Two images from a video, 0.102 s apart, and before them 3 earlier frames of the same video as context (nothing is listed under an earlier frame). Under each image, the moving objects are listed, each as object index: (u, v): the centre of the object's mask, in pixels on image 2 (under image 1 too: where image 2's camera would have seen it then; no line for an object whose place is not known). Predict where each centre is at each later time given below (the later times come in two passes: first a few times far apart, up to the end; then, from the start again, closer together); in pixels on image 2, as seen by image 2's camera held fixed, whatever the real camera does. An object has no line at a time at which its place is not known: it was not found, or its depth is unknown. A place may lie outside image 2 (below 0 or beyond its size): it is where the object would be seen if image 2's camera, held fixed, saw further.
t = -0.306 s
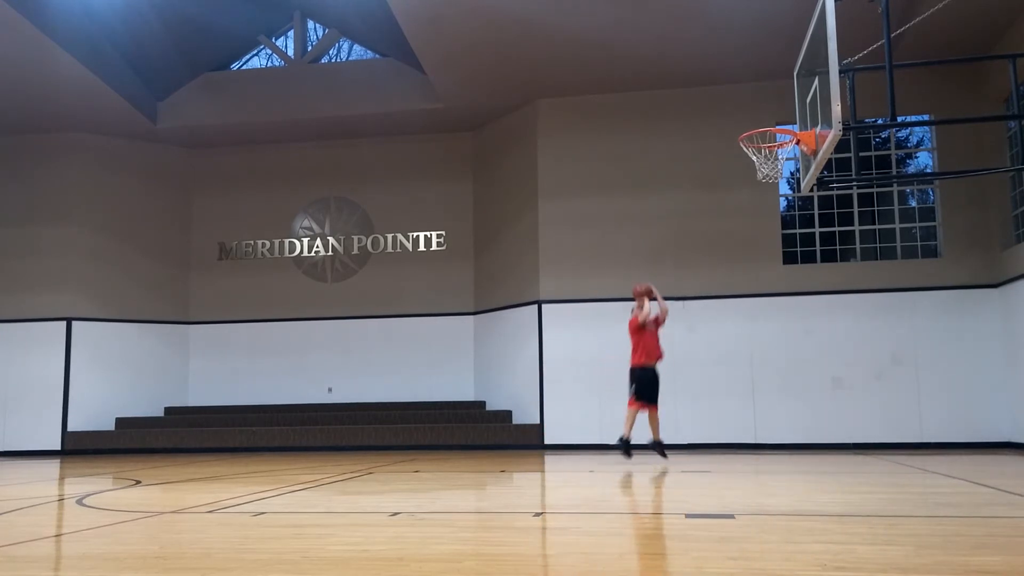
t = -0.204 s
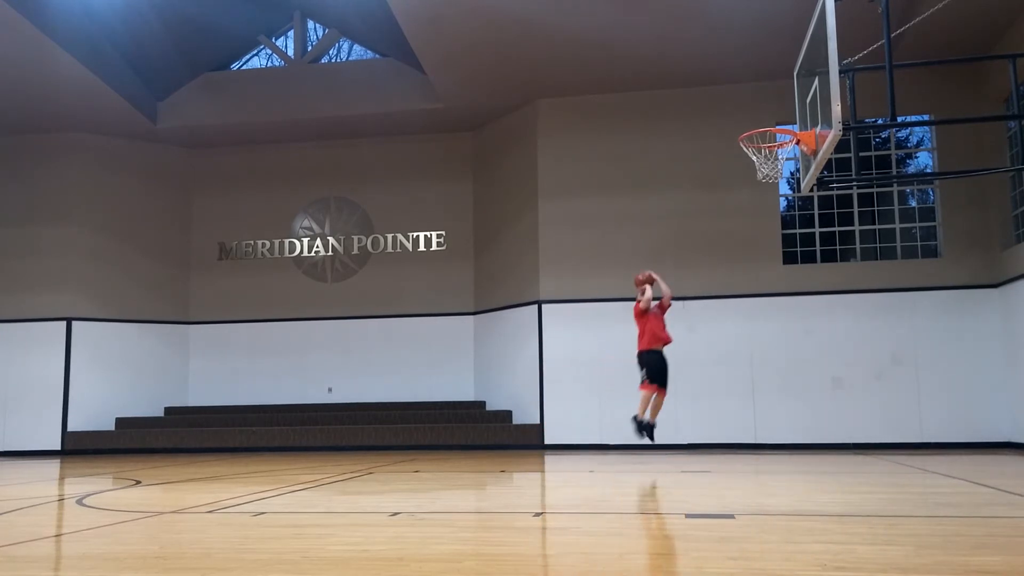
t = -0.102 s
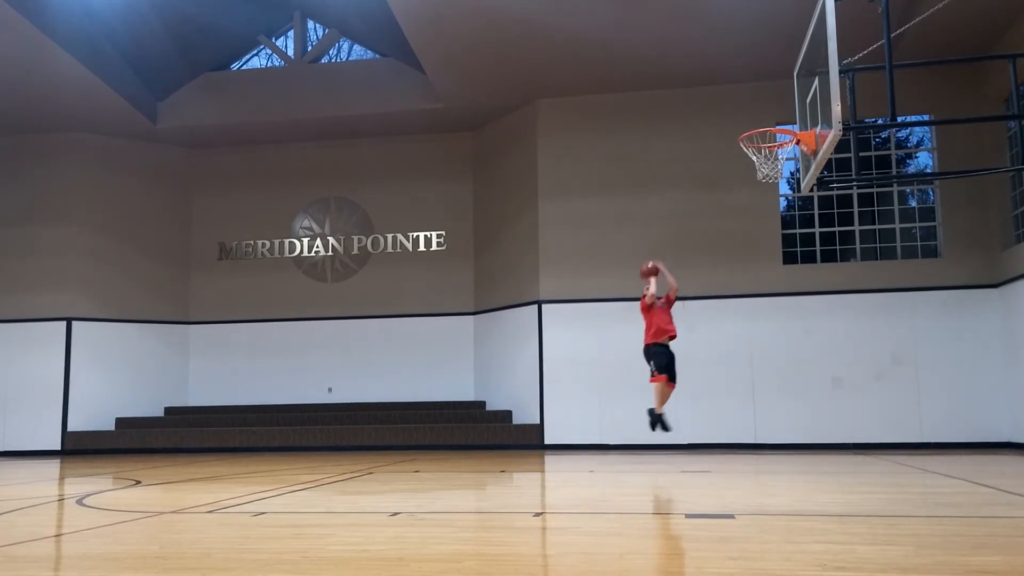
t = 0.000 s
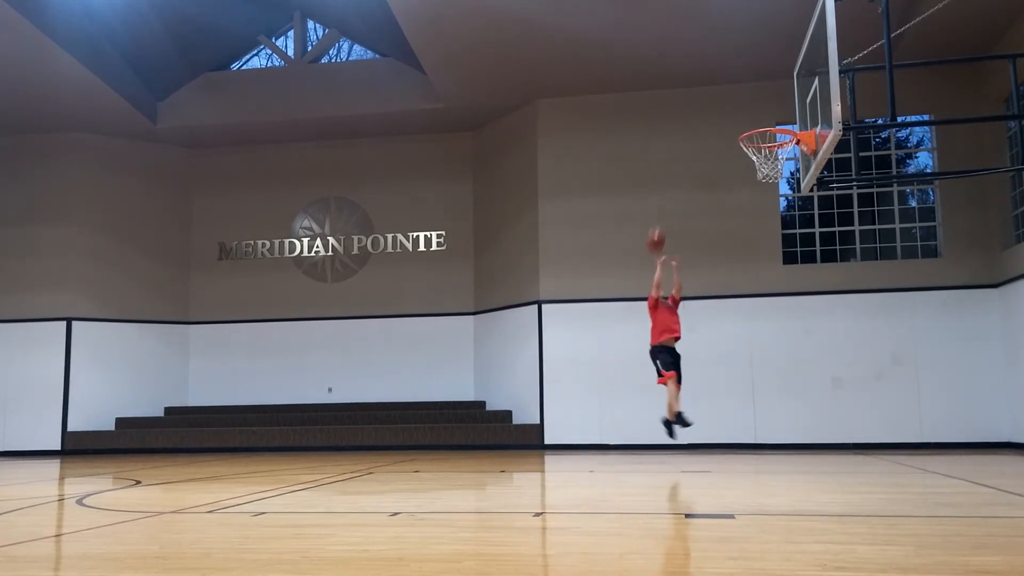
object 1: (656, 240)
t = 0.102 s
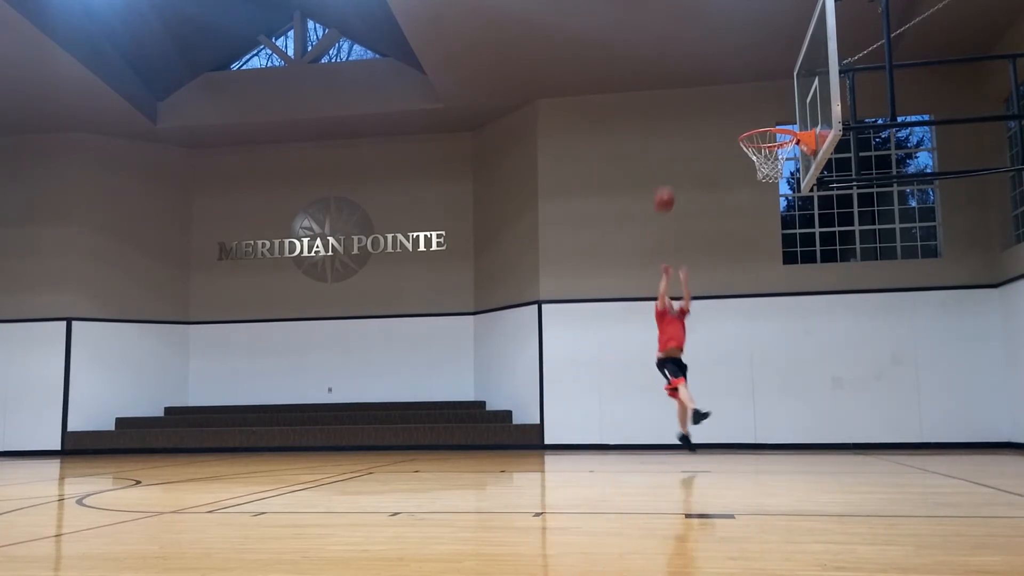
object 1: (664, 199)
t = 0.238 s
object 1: (678, 155)
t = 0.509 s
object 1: (711, 103)
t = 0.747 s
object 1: (750, 109)
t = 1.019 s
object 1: (792, 124)
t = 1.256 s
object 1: (752, 176)
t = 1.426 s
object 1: (737, 234)
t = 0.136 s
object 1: (668, 187)
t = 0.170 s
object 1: (671, 175)
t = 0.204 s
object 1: (675, 164)
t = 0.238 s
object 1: (678, 155)
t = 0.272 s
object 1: (682, 145)
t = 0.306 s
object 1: (686, 137)
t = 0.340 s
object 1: (690, 129)
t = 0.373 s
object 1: (694, 122)
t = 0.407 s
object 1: (698, 116)
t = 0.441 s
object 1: (703, 111)
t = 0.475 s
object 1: (706, 106)
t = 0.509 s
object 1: (711, 103)
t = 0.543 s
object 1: (716, 100)
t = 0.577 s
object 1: (721, 99)
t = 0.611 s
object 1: (727, 98)
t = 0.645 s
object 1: (732, 99)
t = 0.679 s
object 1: (737, 101)
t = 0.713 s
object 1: (743, 104)
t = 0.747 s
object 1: (750, 109)
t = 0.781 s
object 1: (756, 114)
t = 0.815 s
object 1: (762, 119)
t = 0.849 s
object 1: (768, 120)
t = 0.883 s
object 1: (773, 119)
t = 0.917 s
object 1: (778, 119)
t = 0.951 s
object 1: (782, 120)
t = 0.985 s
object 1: (788, 122)
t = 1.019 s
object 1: (792, 124)
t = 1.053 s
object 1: (792, 125)
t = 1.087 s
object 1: (786, 126)
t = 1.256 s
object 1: (752, 176)
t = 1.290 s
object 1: (753, 184)
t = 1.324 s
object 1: (749, 194)
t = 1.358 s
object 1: (746, 206)
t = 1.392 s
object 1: (741, 220)
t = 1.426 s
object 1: (737, 234)
